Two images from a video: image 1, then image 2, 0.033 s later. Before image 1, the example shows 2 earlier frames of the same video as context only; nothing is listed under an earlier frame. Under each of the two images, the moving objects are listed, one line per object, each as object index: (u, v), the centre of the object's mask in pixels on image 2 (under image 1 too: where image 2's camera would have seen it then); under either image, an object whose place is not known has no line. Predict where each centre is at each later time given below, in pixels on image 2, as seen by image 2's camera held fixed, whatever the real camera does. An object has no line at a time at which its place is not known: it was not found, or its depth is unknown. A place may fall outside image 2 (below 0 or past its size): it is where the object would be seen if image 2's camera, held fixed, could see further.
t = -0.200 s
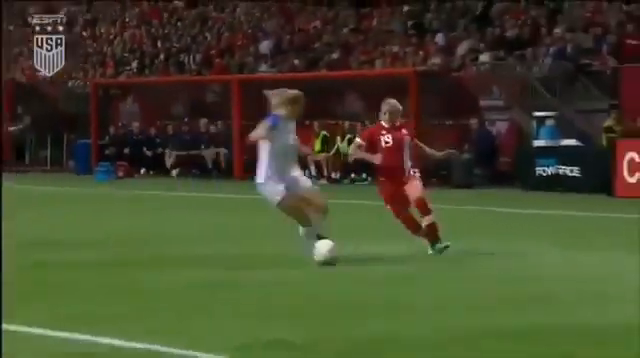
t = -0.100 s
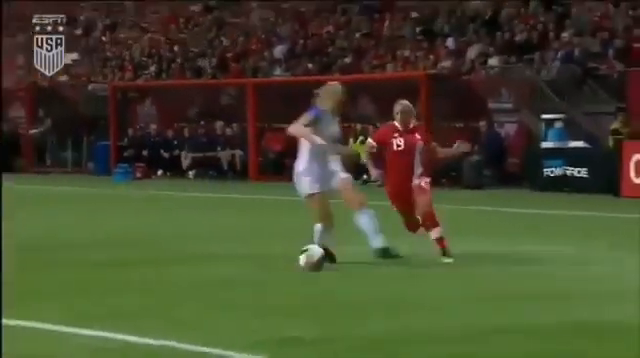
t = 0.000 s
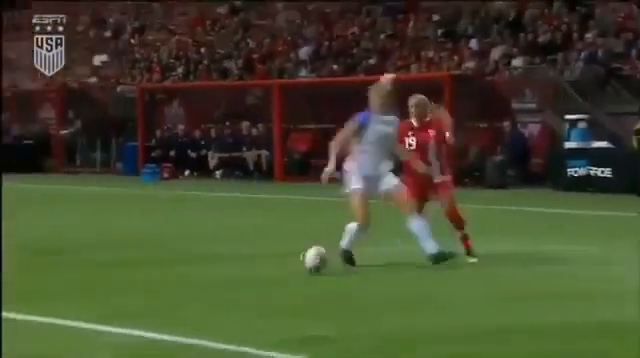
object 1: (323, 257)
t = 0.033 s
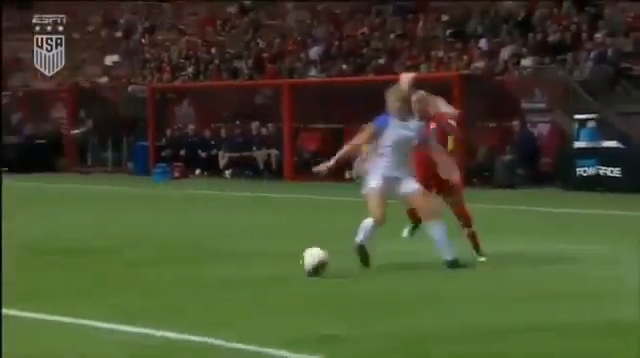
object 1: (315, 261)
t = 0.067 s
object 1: (309, 263)
